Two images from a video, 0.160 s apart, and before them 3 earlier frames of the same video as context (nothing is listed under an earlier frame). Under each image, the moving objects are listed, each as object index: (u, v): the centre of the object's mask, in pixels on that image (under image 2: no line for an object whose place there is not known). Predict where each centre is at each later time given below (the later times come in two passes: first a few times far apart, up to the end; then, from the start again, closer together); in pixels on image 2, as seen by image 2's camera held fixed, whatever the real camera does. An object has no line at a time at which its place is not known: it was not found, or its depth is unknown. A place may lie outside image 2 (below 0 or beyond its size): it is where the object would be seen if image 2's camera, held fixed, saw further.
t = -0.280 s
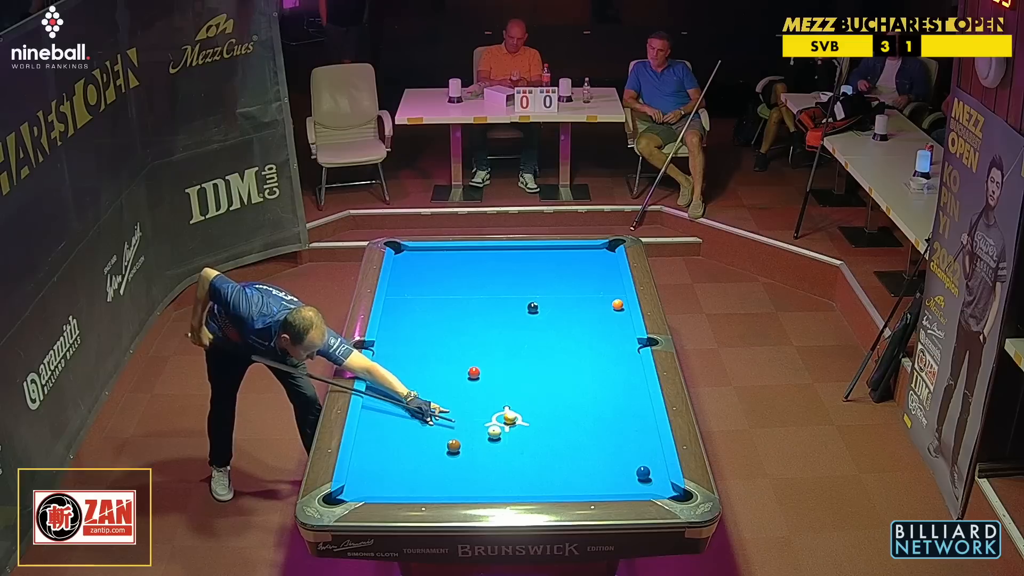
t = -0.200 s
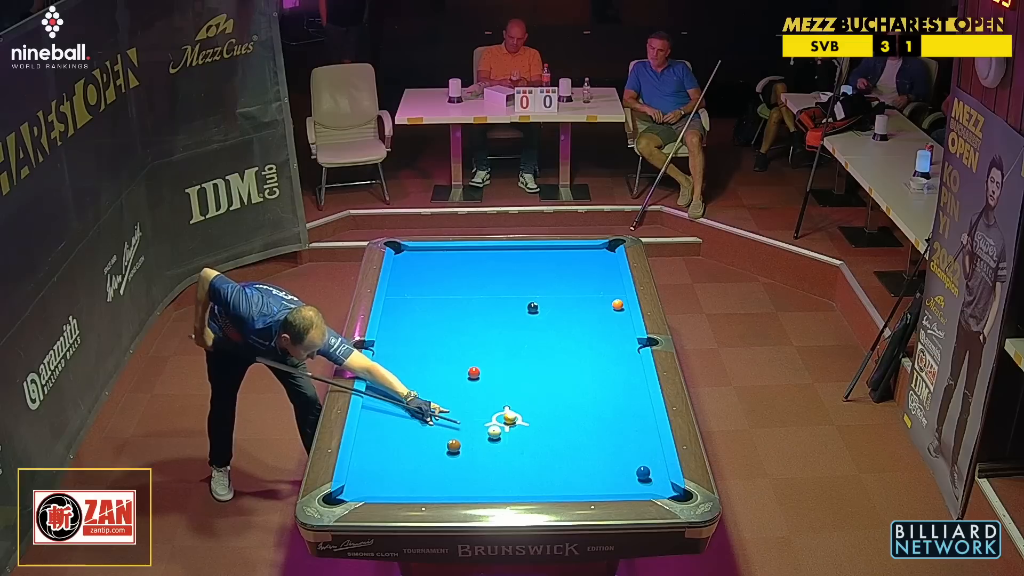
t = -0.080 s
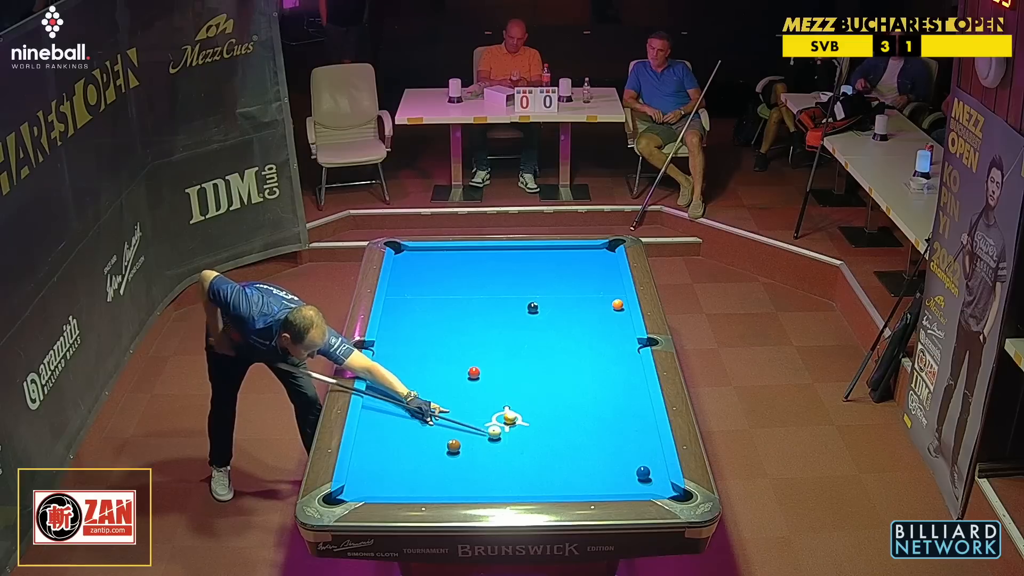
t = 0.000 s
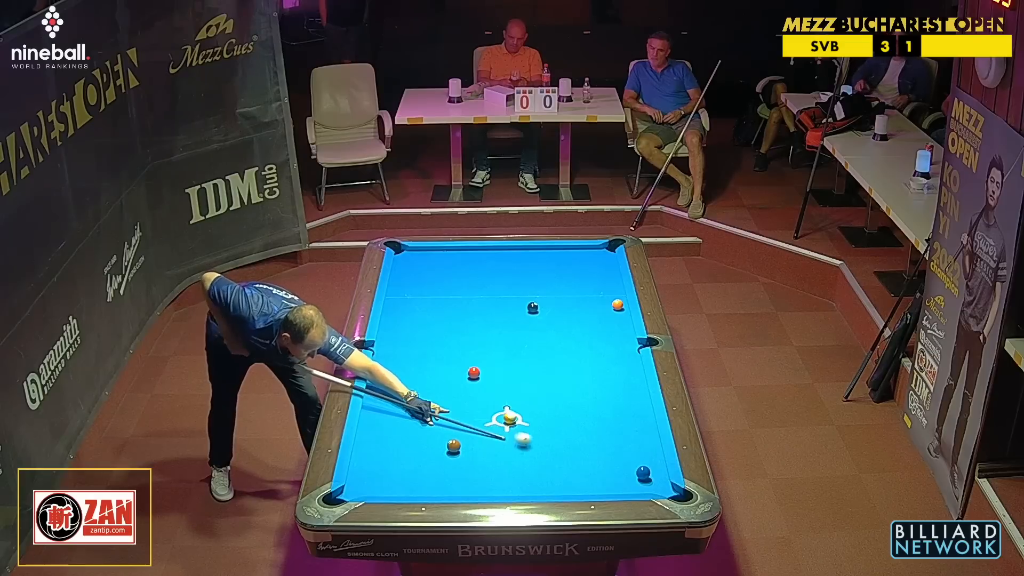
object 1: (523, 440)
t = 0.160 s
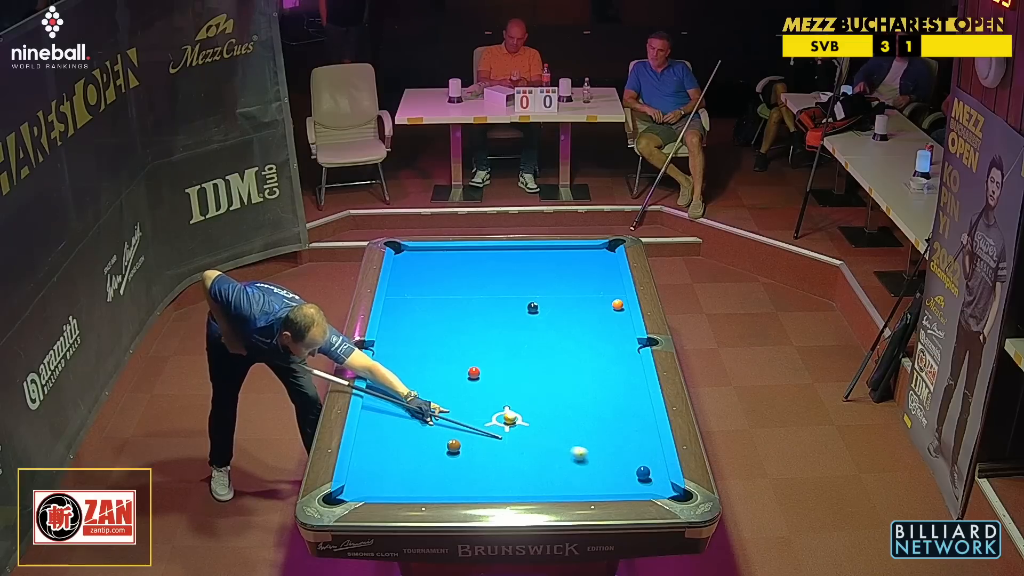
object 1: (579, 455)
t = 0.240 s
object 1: (604, 460)
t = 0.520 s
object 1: (647, 463)
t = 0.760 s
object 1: (654, 456)
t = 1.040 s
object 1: (641, 448)
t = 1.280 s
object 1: (632, 442)
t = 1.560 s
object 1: (622, 435)
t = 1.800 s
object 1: (614, 429)
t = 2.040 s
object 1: (606, 425)
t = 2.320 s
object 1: (599, 420)
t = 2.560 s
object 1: (593, 416)
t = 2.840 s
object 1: (588, 412)
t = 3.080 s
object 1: (583, 410)
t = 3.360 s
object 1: (579, 407)
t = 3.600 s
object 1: (577, 406)
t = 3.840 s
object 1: (575, 404)
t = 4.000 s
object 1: (577, 405)
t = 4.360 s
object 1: (573, 403)
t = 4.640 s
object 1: (573, 403)
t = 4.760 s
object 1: (573, 403)
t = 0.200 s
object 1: (592, 458)
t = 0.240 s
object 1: (604, 460)
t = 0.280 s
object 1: (615, 463)
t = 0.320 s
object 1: (626, 466)
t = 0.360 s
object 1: (634, 467)
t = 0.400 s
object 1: (637, 466)
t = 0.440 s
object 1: (641, 465)
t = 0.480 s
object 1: (644, 464)
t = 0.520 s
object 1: (647, 463)
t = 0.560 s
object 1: (649, 462)
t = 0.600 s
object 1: (652, 461)
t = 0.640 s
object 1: (655, 460)
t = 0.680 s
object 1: (657, 459)
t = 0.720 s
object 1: (656, 457)
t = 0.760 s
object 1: (654, 456)
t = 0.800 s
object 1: (652, 455)
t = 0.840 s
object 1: (650, 454)
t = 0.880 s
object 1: (648, 453)
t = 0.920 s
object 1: (647, 452)
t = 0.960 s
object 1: (645, 450)
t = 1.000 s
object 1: (643, 449)
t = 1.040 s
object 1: (641, 448)
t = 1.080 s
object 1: (640, 447)
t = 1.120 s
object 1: (638, 446)
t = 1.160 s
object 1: (637, 445)
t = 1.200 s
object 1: (635, 444)
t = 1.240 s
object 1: (633, 443)
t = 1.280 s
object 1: (632, 442)
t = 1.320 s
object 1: (630, 441)
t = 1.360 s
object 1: (629, 440)
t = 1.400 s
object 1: (627, 439)
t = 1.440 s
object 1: (626, 438)
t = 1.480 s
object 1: (624, 437)
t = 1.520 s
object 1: (623, 436)
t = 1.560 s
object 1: (622, 435)
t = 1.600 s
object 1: (620, 434)
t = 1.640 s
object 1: (619, 433)
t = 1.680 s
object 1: (617, 432)
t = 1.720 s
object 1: (616, 431)
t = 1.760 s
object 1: (615, 430)
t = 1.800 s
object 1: (614, 429)
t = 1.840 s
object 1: (612, 429)
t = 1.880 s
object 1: (611, 428)
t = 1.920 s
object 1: (610, 427)
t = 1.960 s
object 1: (609, 426)
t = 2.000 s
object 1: (608, 426)
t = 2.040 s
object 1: (606, 425)
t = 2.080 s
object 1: (605, 424)
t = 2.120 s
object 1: (604, 423)
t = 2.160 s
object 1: (603, 423)
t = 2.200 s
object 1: (602, 422)
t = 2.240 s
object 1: (601, 421)
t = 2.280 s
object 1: (600, 420)
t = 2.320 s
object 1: (599, 420)
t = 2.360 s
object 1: (598, 419)
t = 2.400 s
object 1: (597, 418)
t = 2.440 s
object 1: (596, 418)
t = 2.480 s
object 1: (595, 417)
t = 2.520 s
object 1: (594, 417)
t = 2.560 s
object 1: (593, 416)
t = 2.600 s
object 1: (592, 416)
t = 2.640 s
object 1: (592, 415)
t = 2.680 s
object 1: (591, 415)
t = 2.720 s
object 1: (590, 414)
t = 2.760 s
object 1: (589, 414)
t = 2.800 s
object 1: (588, 413)
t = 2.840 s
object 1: (588, 412)
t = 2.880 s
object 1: (587, 412)
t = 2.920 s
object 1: (586, 412)
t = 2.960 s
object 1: (585, 411)
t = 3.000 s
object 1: (585, 411)
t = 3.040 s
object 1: (584, 410)
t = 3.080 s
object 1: (583, 410)
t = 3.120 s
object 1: (583, 410)
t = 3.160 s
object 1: (582, 409)
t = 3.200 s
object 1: (581, 409)
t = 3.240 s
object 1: (581, 408)
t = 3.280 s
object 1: (580, 408)
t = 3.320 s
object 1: (580, 408)
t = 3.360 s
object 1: (579, 407)
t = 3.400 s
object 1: (579, 407)
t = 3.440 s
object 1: (579, 407)
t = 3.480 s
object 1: (578, 407)
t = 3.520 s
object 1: (578, 406)
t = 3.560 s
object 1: (577, 406)
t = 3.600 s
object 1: (577, 406)
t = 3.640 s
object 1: (577, 406)
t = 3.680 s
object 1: (576, 405)
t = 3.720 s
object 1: (576, 405)
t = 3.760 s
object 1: (575, 405)
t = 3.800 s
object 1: (575, 405)
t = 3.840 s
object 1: (575, 404)
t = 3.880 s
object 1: (575, 404)
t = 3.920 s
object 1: (574, 404)
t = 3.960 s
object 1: (574, 404)
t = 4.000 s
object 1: (577, 405)
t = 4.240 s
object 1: (570, 398)
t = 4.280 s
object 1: (572, 402)
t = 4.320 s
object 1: (573, 403)
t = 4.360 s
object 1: (573, 403)
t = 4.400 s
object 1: (573, 403)
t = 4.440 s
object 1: (573, 403)
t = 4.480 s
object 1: (573, 403)
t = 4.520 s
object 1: (573, 403)
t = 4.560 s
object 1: (573, 403)
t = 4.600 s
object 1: (573, 403)
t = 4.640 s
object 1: (573, 403)
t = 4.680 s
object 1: (573, 403)
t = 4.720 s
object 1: (573, 403)
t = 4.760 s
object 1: (573, 403)
